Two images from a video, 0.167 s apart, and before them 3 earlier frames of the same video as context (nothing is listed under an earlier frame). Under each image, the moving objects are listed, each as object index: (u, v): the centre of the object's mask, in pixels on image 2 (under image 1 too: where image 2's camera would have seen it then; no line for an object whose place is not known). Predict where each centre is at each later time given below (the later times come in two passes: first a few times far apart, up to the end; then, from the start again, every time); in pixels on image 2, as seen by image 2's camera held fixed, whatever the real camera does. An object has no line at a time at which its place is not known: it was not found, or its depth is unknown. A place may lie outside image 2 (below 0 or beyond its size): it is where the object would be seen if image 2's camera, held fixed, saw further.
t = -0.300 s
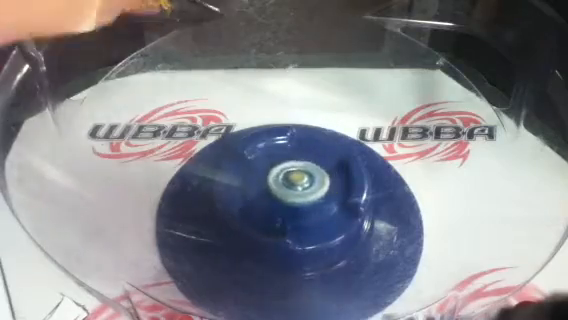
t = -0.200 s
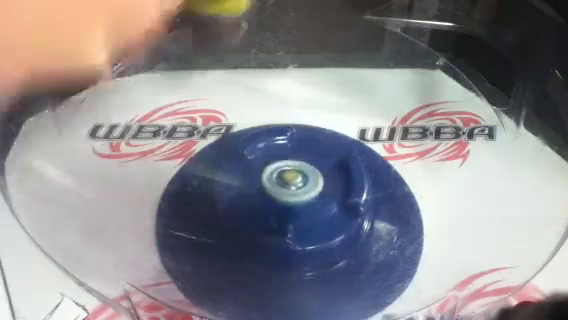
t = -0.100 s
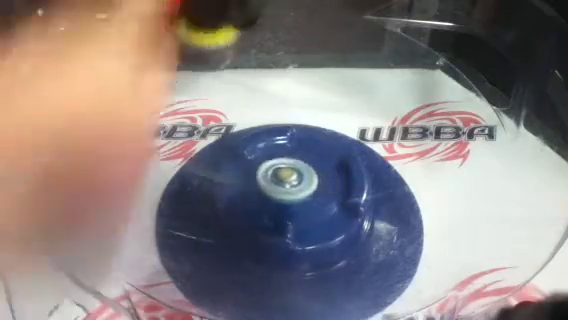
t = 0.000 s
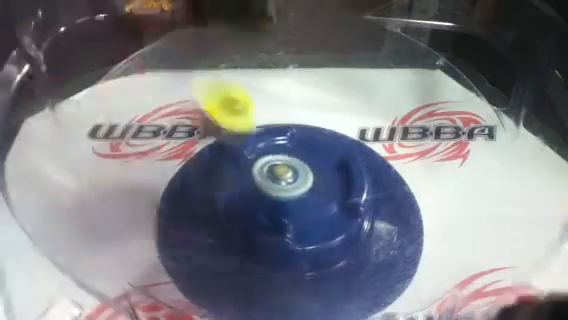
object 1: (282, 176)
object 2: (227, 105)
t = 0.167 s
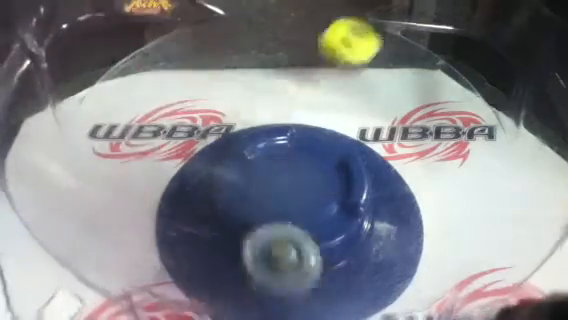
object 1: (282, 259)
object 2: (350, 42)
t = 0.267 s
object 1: (304, 282)
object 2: (393, 14)
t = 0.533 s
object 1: (374, 225)
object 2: (293, 95)
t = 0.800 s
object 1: (352, 247)
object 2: (178, 46)
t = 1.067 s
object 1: (311, 114)
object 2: (292, 188)
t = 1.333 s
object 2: (419, 135)
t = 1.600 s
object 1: (240, 161)
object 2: (293, 68)
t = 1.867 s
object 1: (263, 174)
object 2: (214, 131)
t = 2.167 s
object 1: (338, 191)
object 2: (271, 197)
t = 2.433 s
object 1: (380, 174)
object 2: (310, 171)
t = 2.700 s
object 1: (348, 166)
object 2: (270, 126)
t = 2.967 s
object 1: (320, 170)
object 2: (256, 149)
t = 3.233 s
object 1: (339, 171)
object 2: (266, 150)
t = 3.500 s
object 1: (340, 163)
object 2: (270, 146)
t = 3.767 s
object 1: (466, 170)
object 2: (162, 74)
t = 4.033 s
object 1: (338, 147)
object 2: (285, 179)
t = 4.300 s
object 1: (275, 147)
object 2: (369, 164)
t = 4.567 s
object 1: (249, 145)
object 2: (324, 121)
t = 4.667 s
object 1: (236, 139)
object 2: (302, 146)
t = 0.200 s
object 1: (287, 276)
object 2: (366, 26)
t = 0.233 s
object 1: (294, 283)
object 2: (381, 17)
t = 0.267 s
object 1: (304, 282)
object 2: (393, 14)
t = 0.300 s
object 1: (316, 271)
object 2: (398, 16)
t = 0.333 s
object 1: (326, 260)
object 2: (399, 24)
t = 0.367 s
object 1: (341, 246)
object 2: (395, 40)
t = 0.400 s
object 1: (349, 229)
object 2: (386, 61)
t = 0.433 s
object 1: (356, 208)
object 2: (370, 87)
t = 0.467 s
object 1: (357, 189)
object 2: (350, 116)
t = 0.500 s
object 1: (364, 198)
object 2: (328, 126)
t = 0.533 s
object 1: (374, 225)
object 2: (293, 95)
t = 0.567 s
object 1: (380, 248)
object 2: (268, 70)
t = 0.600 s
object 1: (383, 260)
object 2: (249, 51)
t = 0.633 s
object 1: (383, 268)
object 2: (231, 37)
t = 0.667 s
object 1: (379, 271)
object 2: (215, 27)
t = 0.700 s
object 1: (373, 271)
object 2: (202, 24)
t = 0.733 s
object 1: (367, 269)
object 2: (191, 26)
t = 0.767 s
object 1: (359, 260)
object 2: (183, 34)
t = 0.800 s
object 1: (352, 247)
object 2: (178, 46)
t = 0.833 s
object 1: (346, 233)
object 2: (177, 63)
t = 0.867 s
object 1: (334, 216)
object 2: (179, 83)
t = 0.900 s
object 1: (325, 198)
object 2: (192, 110)
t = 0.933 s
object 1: (316, 179)
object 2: (209, 131)
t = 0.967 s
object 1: (308, 162)
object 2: (233, 151)
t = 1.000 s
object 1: (306, 145)
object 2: (253, 165)
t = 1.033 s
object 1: (311, 130)
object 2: (270, 178)
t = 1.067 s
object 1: (311, 114)
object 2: (292, 188)
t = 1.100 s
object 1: (310, 104)
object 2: (315, 193)
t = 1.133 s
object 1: (310, 97)
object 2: (340, 195)
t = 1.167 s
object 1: (306, 92)
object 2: (363, 192)
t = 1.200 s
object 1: (298, 89)
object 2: (381, 187)
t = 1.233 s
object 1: (291, 91)
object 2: (398, 176)
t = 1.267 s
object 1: (281, 95)
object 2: (412, 164)
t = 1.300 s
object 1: (269, 100)
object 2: (418, 150)
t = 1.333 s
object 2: (419, 135)
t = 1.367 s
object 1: (242, 117)
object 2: (413, 121)
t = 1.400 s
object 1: (235, 125)
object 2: (404, 108)
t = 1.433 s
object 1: (229, 133)
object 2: (389, 96)
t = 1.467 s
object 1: (228, 141)
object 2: (370, 85)
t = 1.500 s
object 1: (229, 147)
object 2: (350, 76)
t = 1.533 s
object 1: (232, 154)
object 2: (329, 71)
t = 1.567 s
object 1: (236, 158)
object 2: (311, 68)
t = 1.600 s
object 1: (240, 161)
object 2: (293, 68)
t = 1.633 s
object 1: (243, 163)
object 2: (277, 70)
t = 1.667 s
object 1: (246, 165)
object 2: (263, 74)
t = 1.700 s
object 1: (248, 167)
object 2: (251, 80)
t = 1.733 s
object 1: (250, 168)
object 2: (241, 88)
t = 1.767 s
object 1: (253, 169)
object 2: (229, 97)
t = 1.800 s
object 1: (255, 170)
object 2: (221, 109)
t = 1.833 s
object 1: (258, 171)
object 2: (217, 121)
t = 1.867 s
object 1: (263, 174)
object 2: (214, 131)
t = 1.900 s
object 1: (271, 179)
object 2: (213, 140)
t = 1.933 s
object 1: (280, 183)
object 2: (215, 149)
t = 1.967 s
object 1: (287, 186)
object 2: (219, 159)
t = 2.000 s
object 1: (293, 188)
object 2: (225, 168)
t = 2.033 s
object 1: (303, 190)
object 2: (229, 175)
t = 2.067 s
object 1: (312, 192)
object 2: (237, 181)
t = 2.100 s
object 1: (321, 192)
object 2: (248, 188)
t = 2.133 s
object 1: (329, 192)
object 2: (260, 193)
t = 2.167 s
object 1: (338, 191)
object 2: (271, 197)
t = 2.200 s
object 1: (346, 189)
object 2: (280, 199)
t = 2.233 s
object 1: (353, 188)
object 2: (289, 199)
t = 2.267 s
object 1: (360, 185)
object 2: (296, 198)
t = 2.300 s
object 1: (367, 183)
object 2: (302, 196)
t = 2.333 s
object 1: (374, 180)
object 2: (304, 192)
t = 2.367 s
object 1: (378, 178)
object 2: (308, 186)
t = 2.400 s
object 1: (380, 176)
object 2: (311, 179)
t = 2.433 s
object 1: (380, 174)
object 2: (310, 171)
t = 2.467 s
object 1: (380, 173)
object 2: (308, 163)
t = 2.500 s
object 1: (377, 171)
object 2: (304, 157)
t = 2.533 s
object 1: (374, 170)
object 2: (299, 150)
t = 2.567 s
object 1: (370, 169)
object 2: (295, 144)
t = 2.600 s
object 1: (364, 168)
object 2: (289, 139)
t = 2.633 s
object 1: (359, 167)
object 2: (283, 134)
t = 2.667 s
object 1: (353, 167)
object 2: (276, 130)
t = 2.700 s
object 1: (348, 166)
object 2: (270, 126)
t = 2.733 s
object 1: (342, 166)
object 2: (263, 125)
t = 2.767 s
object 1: (337, 167)
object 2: (256, 125)
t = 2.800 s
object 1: (333, 167)
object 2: (251, 127)
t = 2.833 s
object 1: (328, 167)
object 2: (248, 132)
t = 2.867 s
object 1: (324, 167)
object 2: (249, 139)
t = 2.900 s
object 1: (318, 167)
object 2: (253, 145)
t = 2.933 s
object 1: (318, 168)
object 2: (255, 148)
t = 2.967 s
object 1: (320, 170)
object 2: (256, 149)
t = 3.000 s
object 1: (321, 171)
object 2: (259, 151)
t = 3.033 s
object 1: (326, 173)
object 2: (261, 151)
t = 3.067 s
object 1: (328, 175)
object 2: (265, 152)
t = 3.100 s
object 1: (331, 175)
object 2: (268, 154)
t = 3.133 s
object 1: (334, 174)
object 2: (269, 153)
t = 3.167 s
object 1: (334, 173)
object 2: (270, 153)
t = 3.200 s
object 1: (337, 172)
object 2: (269, 152)
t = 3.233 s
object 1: (339, 171)
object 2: (266, 150)
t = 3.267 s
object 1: (339, 170)
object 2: (265, 148)
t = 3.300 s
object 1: (339, 169)
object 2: (264, 148)
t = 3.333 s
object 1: (338, 167)
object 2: (263, 147)
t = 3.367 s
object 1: (337, 166)
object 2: (263, 147)
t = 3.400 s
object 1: (336, 164)
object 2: (264, 146)
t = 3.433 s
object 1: (335, 163)
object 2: (266, 146)
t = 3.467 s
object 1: (334, 161)
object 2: (269, 146)
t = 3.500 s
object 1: (340, 163)
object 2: (270, 146)
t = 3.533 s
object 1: (372, 174)
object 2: (242, 123)
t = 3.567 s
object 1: (414, 183)
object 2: (219, 106)
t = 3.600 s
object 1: (447, 187)
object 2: (199, 85)
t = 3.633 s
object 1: (464, 186)
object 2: (182, 73)
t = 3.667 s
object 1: (475, 183)
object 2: (170, 66)
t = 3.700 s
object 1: (479, 179)
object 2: (164, 64)
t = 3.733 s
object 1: (476, 175)
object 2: (162, 67)
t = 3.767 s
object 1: (466, 170)
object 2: (162, 74)
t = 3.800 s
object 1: (451, 168)
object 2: (167, 85)
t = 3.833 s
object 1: (434, 164)
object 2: (177, 99)
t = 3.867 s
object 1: (412, 163)
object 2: (191, 116)
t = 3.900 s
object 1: (383, 162)
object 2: (210, 132)
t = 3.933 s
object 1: (363, 160)
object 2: (234, 148)
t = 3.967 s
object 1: (341, 156)
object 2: (263, 159)
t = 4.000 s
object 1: (336, 152)
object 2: (279, 168)
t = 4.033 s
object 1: (338, 147)
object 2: (285, 179)
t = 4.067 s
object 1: (338, 145)
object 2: (293, 180)
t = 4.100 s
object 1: (333, 143)
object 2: (305, 188)
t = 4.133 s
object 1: (326, 143)
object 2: (313, 191)
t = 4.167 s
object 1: (315, 143)
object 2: (325, 188)
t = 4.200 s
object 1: (303, 145)
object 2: (338, 185)
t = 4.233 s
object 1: (294, 147)
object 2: (352, 179)
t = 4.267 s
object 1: (283, 147)
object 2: (362, 172)
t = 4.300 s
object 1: (275, 147)
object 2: (369, 164)
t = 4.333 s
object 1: (268, 147)
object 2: (373, 155)
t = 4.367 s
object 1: (262, 146)
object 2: (374, 147)
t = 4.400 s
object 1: (257, 146)
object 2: (373, 140)
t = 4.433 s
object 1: (254, 145)
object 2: (369, 134)
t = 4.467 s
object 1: (251, 145)
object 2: (363, 128)
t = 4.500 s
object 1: (250, 144)
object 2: (353, 123)
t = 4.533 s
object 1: (250, 144)
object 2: (341, 120)
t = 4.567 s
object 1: (249, 145)
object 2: (324, 121)
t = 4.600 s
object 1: (249, 145)
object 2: (309, 124)
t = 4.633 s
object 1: (244, 147)
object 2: (301, 131)
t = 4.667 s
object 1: (236, 139)
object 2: (302, 146)
